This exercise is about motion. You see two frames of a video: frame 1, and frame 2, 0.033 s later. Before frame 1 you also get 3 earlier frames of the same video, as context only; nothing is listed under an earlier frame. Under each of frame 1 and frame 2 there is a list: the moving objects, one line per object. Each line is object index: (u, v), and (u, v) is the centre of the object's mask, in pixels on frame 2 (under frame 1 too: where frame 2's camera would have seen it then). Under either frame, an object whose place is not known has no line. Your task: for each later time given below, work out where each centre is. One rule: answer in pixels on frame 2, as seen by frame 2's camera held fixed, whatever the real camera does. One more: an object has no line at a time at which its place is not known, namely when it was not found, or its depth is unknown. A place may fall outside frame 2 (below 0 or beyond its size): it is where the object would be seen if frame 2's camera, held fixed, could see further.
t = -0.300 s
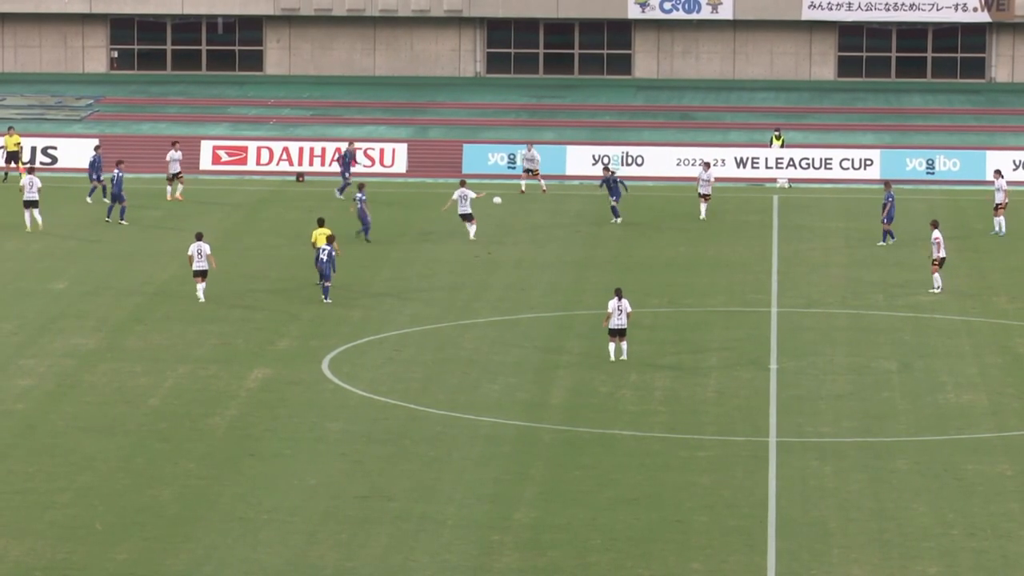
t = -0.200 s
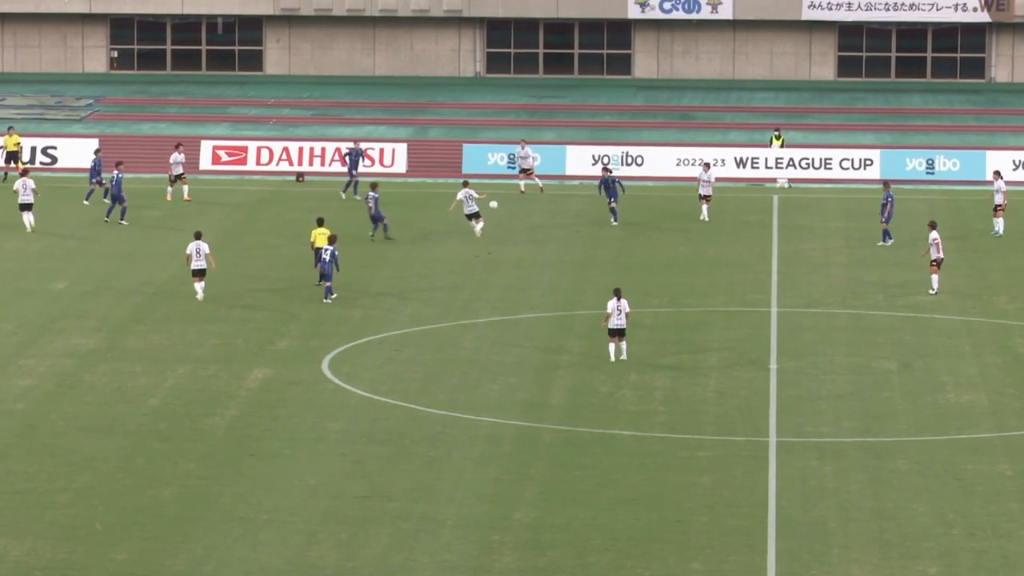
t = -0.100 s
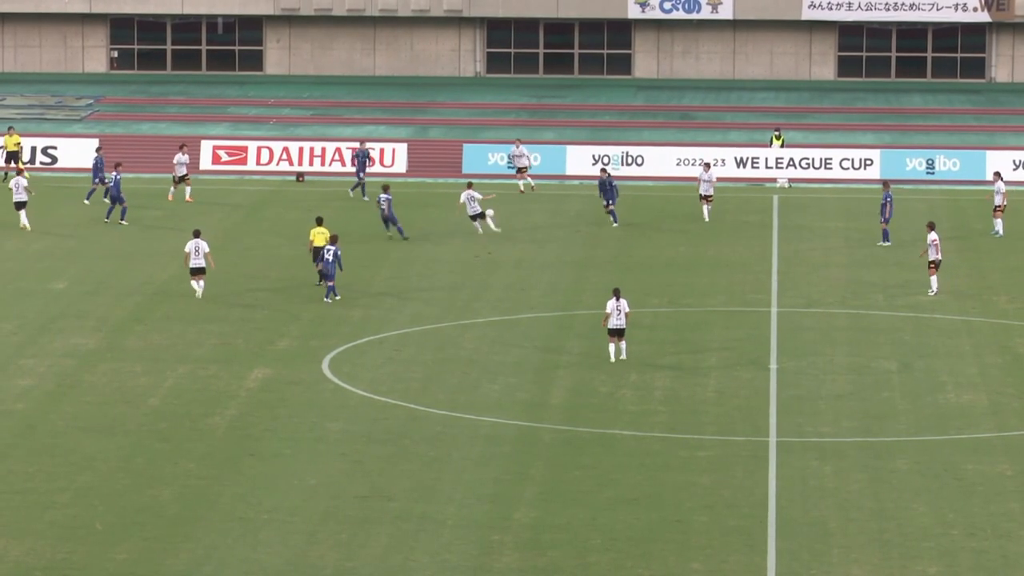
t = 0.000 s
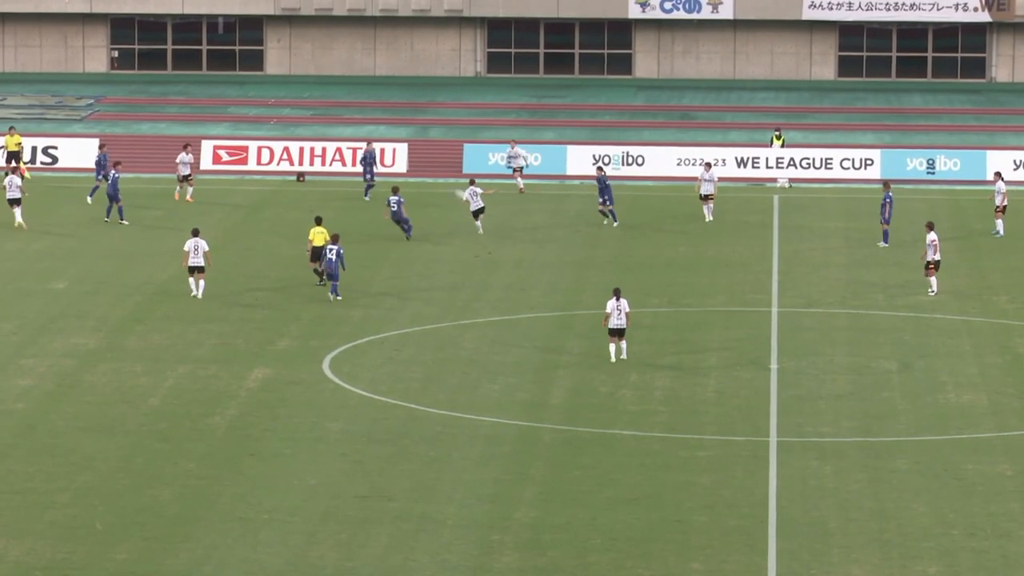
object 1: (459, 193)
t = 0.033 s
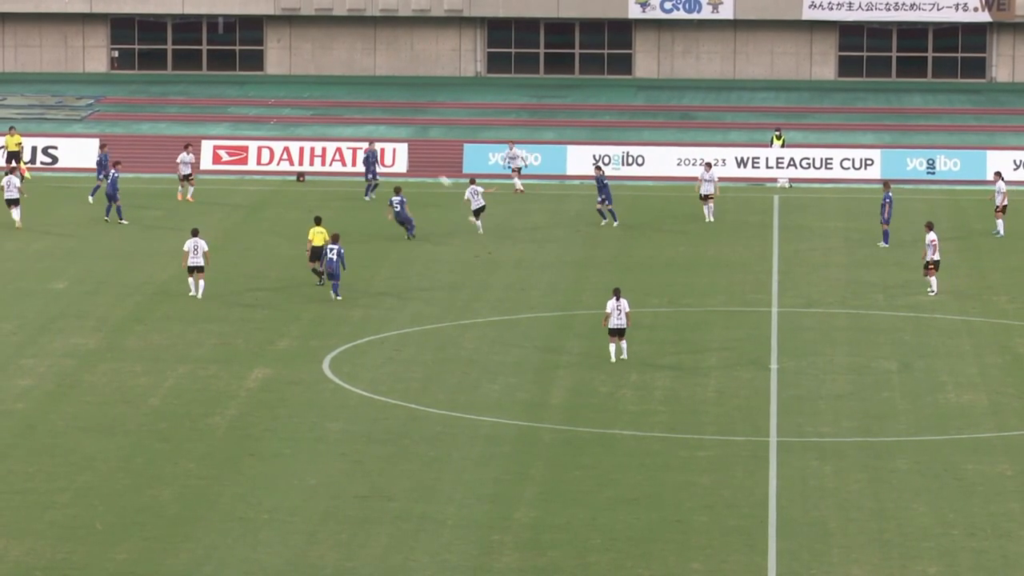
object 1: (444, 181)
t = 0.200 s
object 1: (363, 120)
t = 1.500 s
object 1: (-225, 64)
